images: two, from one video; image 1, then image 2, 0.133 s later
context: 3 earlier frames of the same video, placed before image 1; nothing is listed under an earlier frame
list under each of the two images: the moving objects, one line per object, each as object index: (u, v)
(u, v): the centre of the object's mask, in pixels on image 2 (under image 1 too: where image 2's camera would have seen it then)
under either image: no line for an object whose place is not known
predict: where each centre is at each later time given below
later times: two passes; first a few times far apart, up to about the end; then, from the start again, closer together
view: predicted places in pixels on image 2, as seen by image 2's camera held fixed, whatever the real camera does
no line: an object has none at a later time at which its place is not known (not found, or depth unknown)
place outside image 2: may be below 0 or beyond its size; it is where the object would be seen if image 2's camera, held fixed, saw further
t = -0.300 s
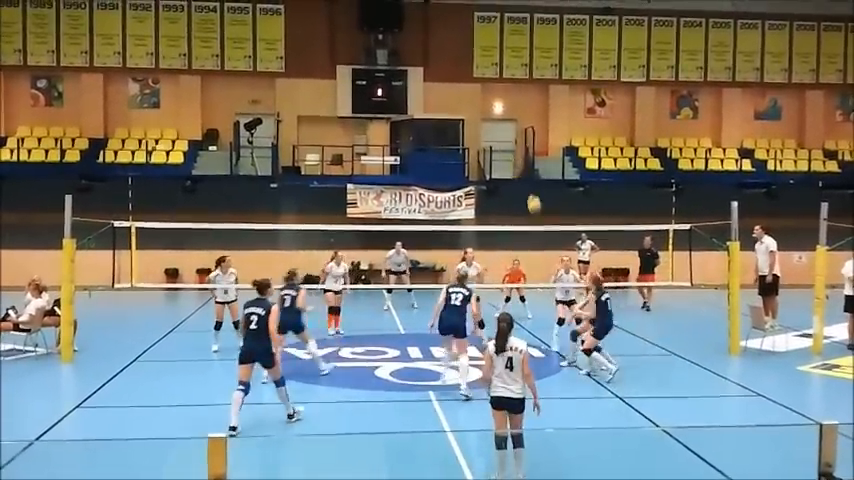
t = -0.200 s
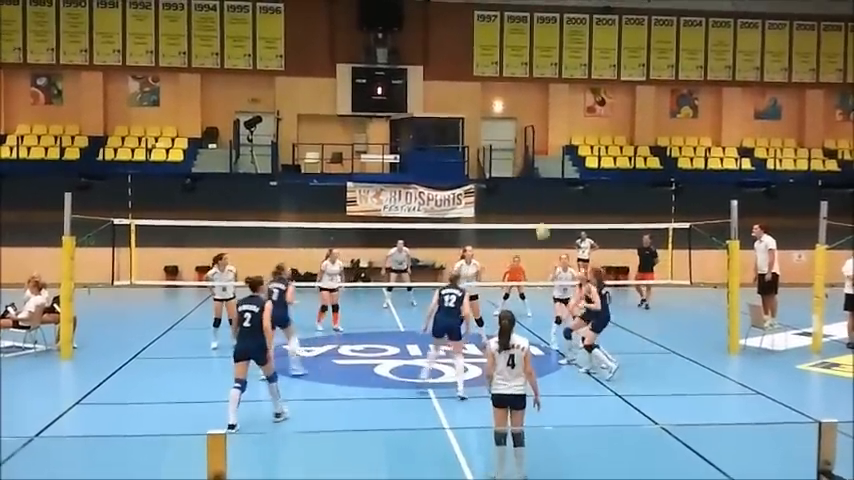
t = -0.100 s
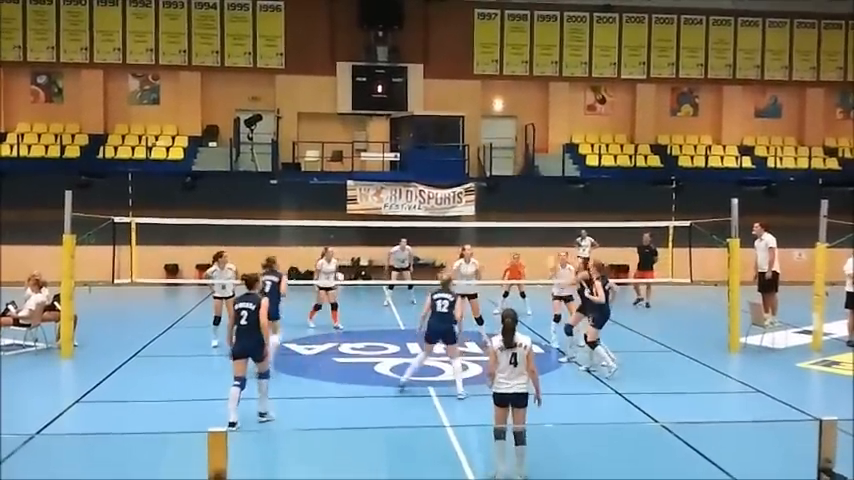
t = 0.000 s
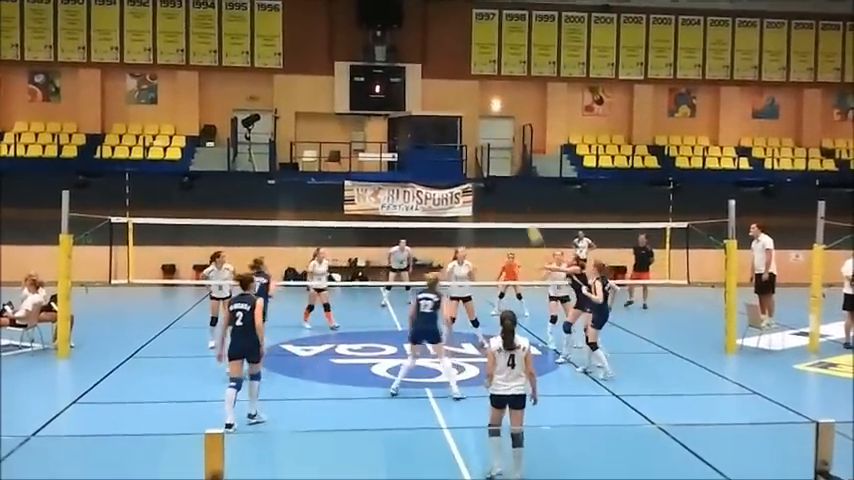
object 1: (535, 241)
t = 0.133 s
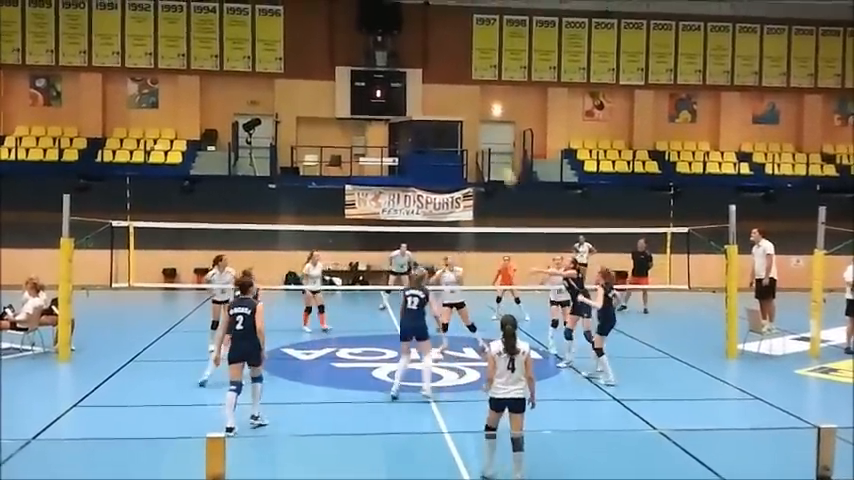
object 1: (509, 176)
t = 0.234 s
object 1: (490, 136)
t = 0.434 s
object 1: (454, 76)
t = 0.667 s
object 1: (413, 41)
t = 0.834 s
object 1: (383, 37)
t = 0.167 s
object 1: (502, 161)
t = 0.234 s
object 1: (490, 136)
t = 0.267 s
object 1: (484, 124)
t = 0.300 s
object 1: (478, 113)
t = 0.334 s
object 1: (471, 102)
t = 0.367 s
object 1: (465, 93)
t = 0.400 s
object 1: (460, 84)
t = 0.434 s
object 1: (454, 76)
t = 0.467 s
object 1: (448, 71)
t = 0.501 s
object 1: (443, 63)
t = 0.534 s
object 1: (437, 58)
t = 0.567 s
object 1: (431, 53)
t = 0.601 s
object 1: (425, 48)
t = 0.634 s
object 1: (419, 45)
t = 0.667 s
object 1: (413, 41)
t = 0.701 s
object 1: (407, 39)
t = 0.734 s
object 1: (401, 37)
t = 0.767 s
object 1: (395, 36)
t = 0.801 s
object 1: (389, 36)
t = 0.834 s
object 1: (383, 37)
